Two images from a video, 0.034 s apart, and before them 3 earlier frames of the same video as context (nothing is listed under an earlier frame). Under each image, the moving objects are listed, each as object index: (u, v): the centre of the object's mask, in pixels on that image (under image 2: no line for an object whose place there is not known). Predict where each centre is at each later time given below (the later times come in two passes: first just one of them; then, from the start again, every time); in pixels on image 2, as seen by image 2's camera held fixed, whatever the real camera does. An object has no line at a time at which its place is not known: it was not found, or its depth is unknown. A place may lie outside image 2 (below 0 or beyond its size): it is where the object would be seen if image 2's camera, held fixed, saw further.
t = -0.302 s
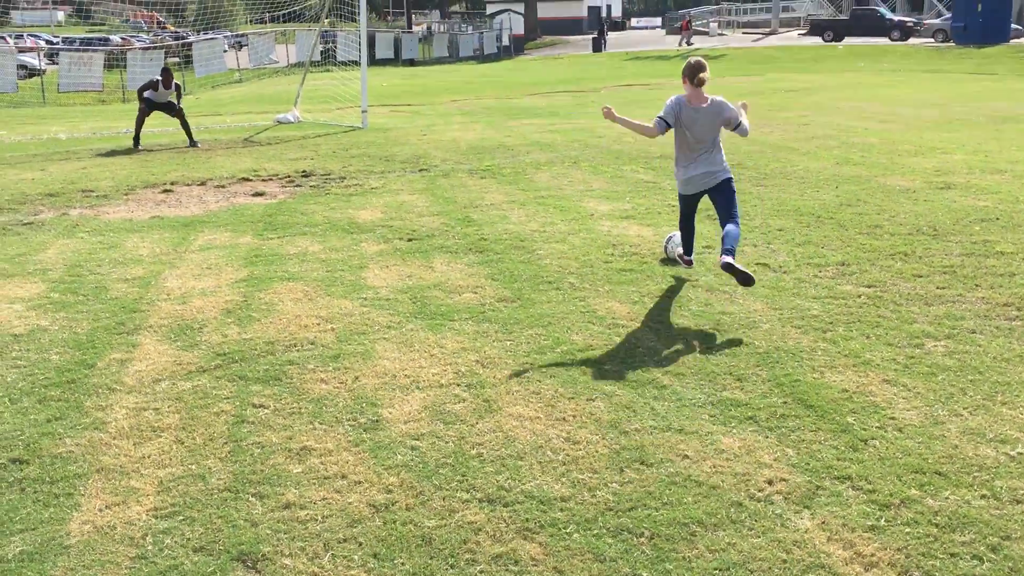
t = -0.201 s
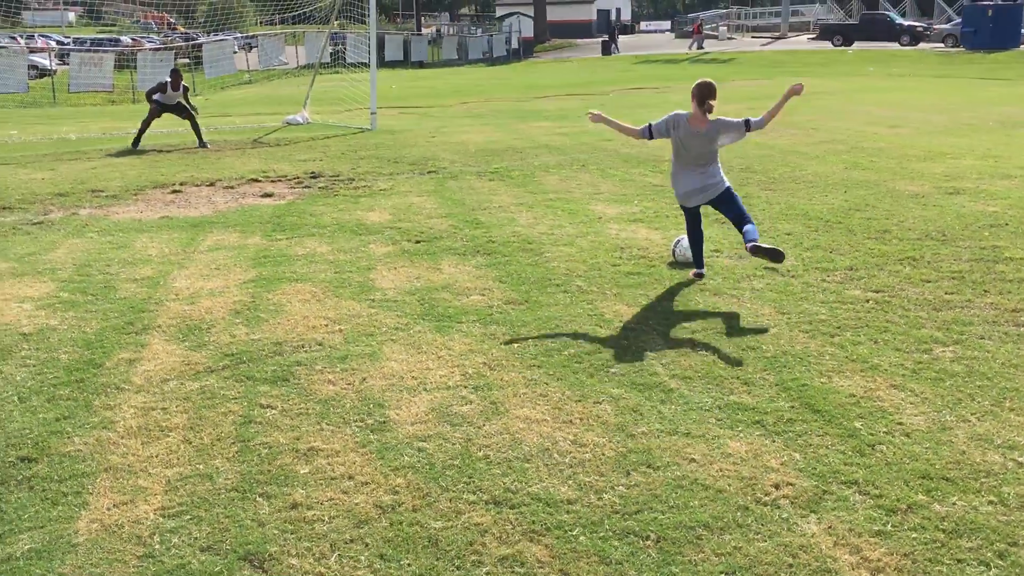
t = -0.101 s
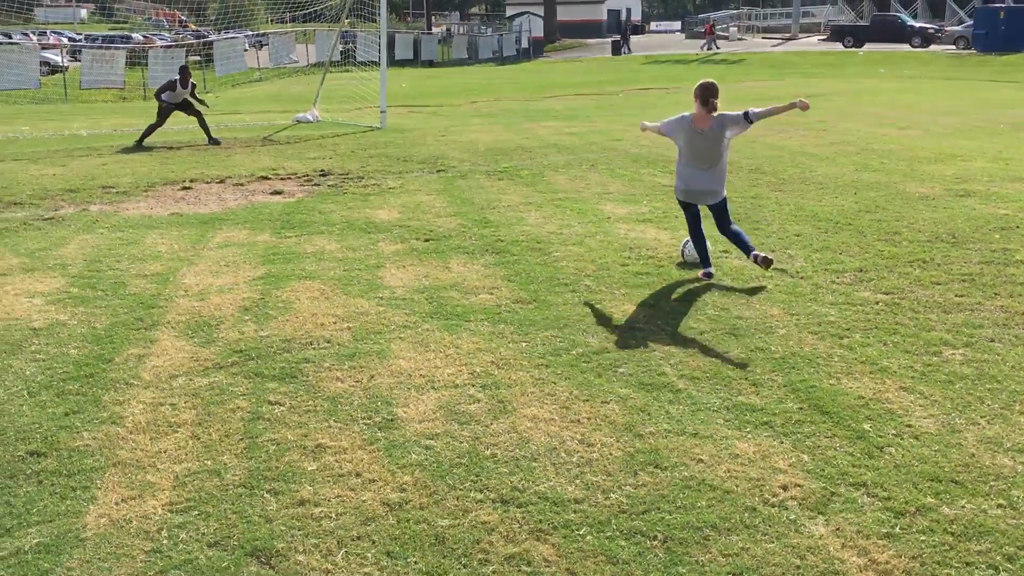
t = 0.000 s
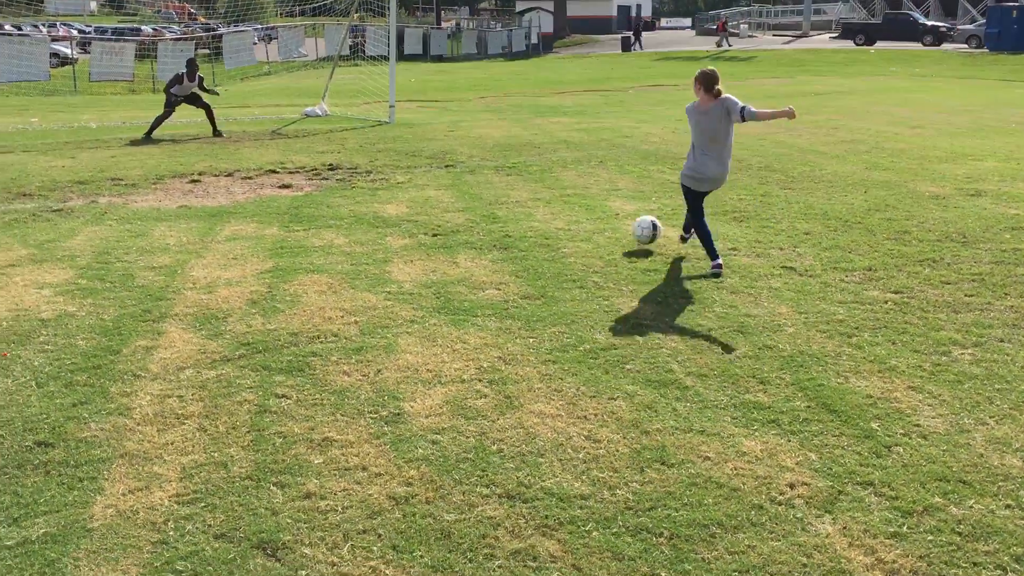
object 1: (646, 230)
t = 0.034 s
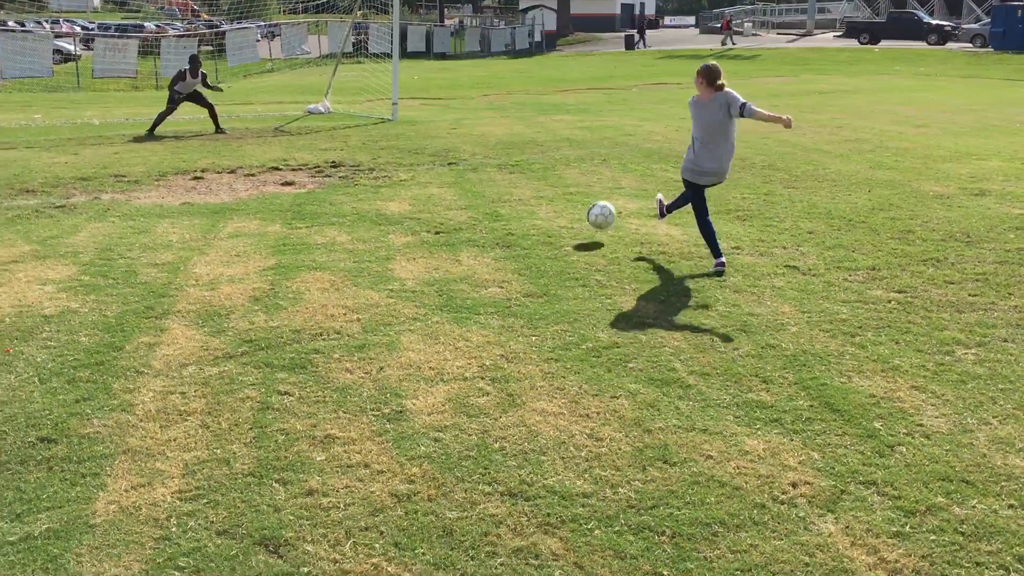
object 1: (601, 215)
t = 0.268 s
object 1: (333, 170)
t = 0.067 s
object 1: (556, 204)
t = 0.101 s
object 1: (514, 193)
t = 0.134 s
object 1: (474, 186)
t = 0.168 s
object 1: (435, 180)
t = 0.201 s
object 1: (400, 175)
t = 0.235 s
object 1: (366, 172)
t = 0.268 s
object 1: (333, 170)
